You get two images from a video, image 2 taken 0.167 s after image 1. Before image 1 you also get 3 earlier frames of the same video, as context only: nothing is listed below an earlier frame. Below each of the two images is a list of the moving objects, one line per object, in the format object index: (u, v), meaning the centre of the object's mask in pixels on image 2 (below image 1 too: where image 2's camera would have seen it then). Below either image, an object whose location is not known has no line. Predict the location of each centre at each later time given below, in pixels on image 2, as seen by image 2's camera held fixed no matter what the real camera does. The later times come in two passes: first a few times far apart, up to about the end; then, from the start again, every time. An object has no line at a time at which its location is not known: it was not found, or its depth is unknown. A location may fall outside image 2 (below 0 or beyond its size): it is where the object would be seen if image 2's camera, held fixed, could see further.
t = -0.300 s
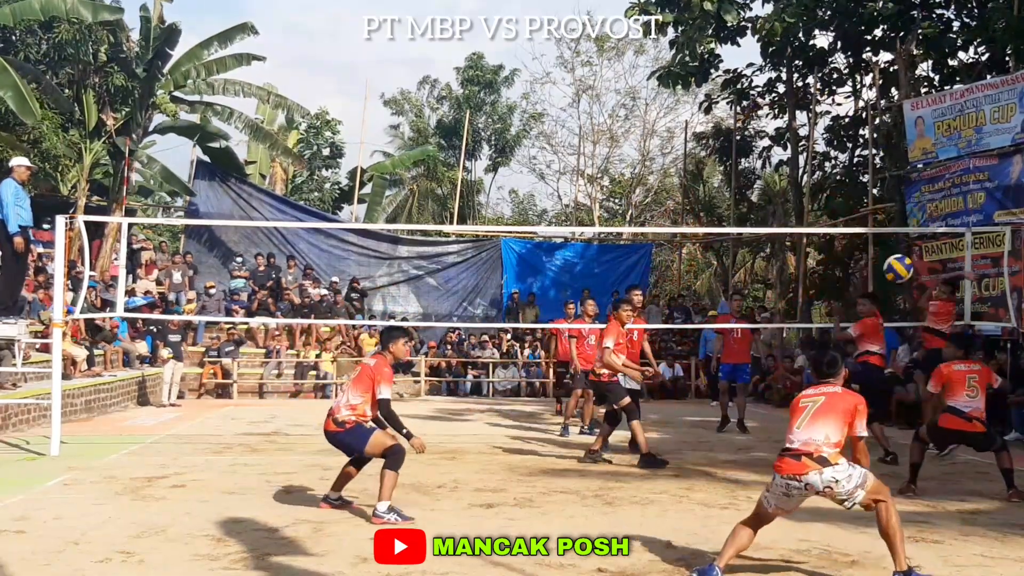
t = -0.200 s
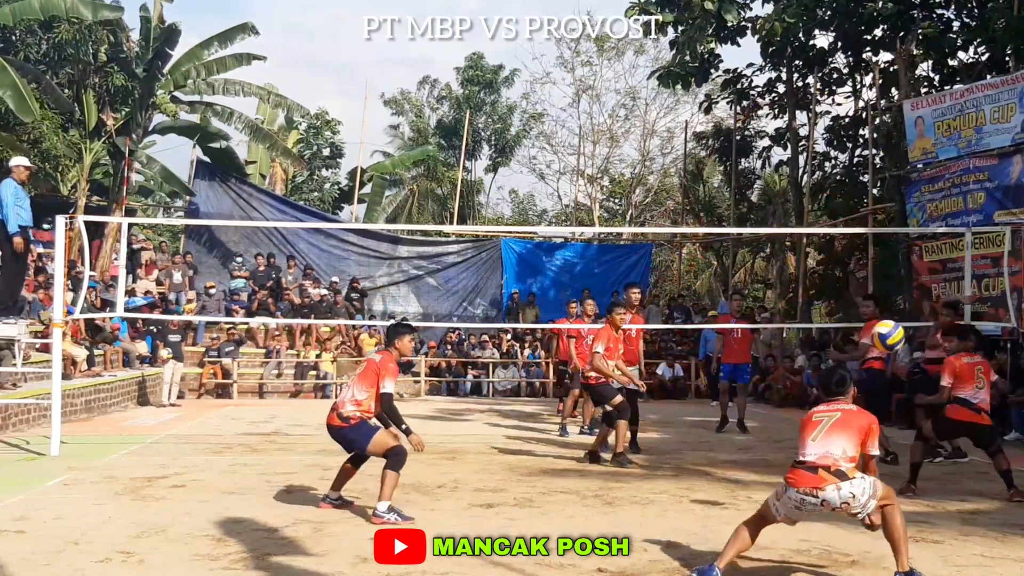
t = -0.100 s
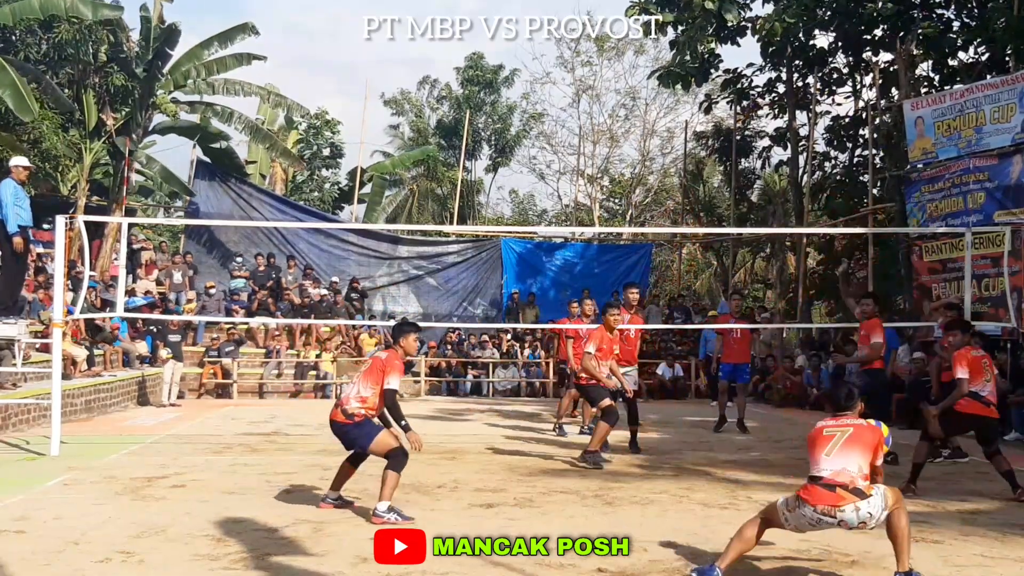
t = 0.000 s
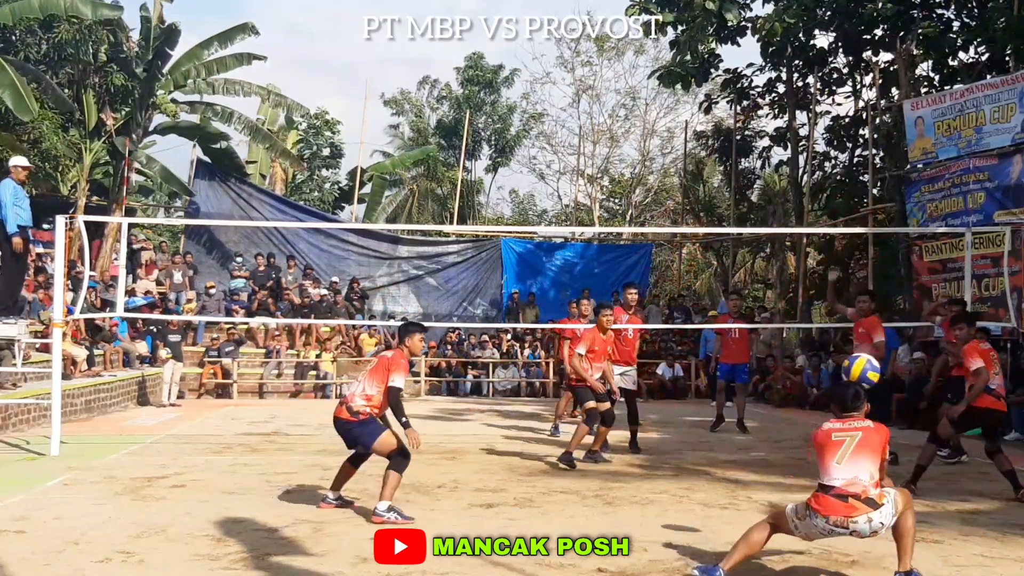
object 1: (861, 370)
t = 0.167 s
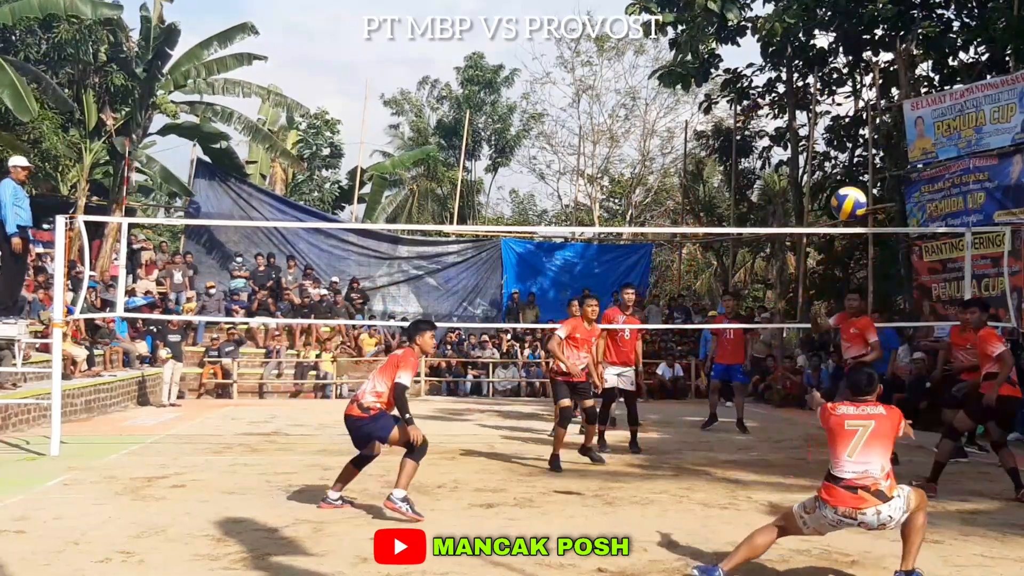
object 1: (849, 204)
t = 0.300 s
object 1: (842, 113)
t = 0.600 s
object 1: (829, 19)
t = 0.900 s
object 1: (820, 48)
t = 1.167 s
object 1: (814, 156)
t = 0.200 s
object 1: (847, 178)
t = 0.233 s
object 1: (845, 155)
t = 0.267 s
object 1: (843, 132)
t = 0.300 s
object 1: (842, 113)
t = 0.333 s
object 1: (840, 95)
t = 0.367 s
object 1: (838, 80)
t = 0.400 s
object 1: (837, 66)
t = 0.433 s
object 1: (835, 53)
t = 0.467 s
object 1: (833, 43)
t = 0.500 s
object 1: (832, 35)
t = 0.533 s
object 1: (831, 28)
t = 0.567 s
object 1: (829, 22)
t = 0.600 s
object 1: (829, 19)
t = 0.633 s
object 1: (827, 17)
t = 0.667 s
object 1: (826, 16)
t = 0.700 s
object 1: (825, 16)
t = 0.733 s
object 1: (824, 18)
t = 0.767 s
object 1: (823, 21)
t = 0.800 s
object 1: (822, 26)
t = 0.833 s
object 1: (821, 32)
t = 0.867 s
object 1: (821, 39)
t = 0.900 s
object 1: (820, 48)
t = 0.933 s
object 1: (818, 57)
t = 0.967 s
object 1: (818, 69)
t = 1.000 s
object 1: (817, 81)
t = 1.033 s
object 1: (816, 94)
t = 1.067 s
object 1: (816, 108)
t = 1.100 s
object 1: (815, 123)
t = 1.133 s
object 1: (815, 140)
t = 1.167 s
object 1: (814, 156)
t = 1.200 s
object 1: (813, 175)
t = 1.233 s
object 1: (813, 195)
